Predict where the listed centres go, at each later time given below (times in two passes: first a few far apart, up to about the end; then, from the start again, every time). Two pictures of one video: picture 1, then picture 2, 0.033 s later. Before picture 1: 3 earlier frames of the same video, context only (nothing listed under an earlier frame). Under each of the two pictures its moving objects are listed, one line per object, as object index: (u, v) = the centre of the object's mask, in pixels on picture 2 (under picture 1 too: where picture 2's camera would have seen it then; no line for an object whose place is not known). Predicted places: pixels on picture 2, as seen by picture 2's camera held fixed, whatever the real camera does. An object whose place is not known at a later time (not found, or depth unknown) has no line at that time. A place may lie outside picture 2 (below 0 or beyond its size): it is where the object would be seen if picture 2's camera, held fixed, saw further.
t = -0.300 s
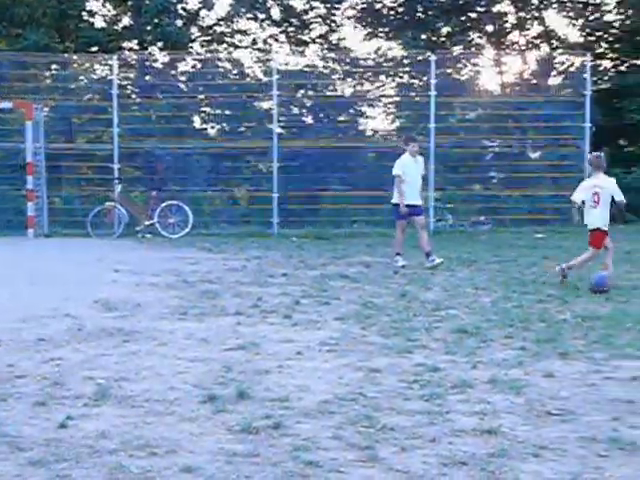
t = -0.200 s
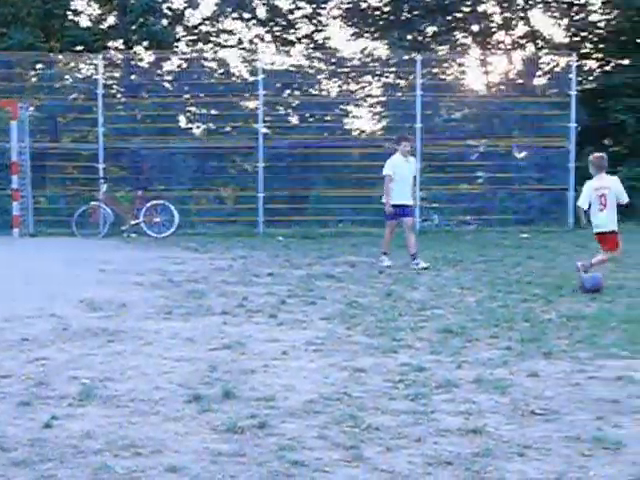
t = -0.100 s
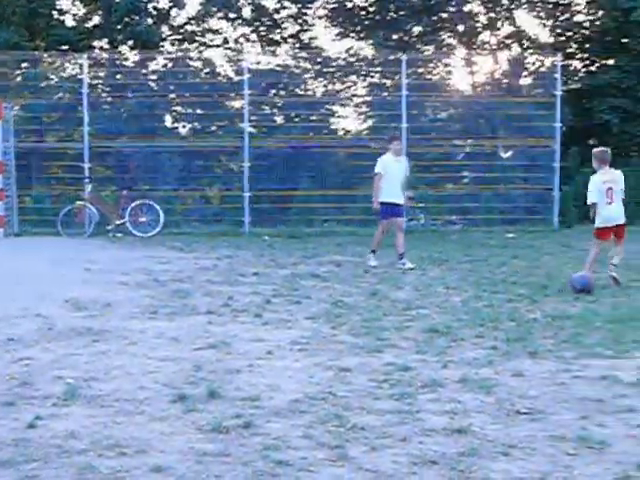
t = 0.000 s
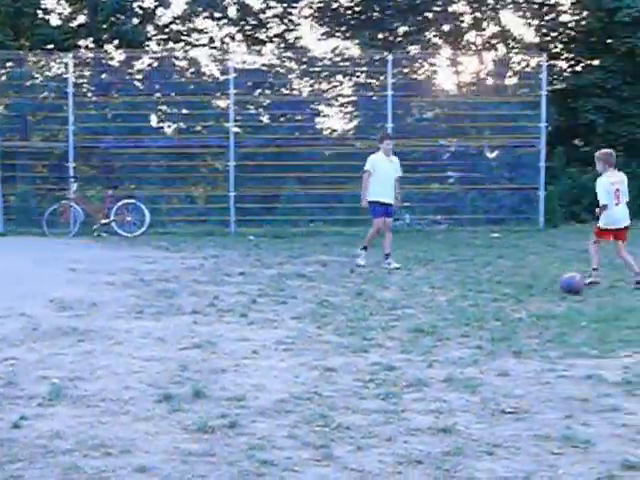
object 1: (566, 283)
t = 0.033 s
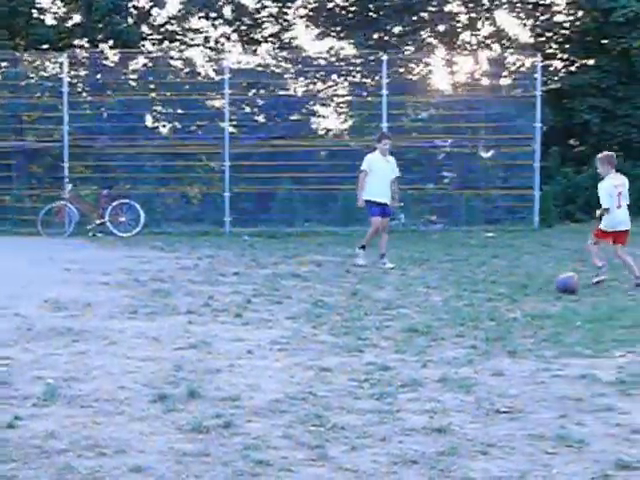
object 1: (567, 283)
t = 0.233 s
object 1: (570, 283)
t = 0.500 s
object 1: (568, 285)
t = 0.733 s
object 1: (564, 286)
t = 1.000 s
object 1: (558, 287)
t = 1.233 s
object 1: (553, 286)
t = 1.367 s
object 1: (553, 286)
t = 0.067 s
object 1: (568, 283)
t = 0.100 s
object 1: (568, 283)
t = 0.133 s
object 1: (568, 283)
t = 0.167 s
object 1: (569, 283)
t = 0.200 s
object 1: (570, 283)
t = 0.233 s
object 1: (570, 283)
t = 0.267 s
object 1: (570, 283)
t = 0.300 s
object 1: (570, 284)
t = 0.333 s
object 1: (570, 284)
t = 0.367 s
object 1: (570, 284)
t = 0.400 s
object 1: (570, 284)
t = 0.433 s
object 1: (569, 284)
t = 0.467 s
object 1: (569, 285)
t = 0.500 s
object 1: (568, 285)
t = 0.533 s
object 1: (568, 285)
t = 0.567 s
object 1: (567, 285)
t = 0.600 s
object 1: (567, 285)
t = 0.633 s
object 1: (566, 285)
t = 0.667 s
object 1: (565, 286)
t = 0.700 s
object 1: (565, 286)
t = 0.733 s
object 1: (564, 286)
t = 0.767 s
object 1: (563, 286)
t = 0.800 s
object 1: (563, 286)
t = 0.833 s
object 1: (562, 286)
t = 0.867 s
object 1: (562, 286)
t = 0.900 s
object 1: (561, 286)
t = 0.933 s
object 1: (561, 286)
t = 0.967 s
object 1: (559, 287)
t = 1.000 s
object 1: (558, 287)
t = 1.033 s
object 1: (557, 286)
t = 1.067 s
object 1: (556, 286)
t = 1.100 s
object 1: (555, 286)
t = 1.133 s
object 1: (554, 286)
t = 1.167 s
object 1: (554, 286)
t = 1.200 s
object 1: (553, 286)
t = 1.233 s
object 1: (553, 286)
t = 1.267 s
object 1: (553, 286)
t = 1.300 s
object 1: (553, 286)
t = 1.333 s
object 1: (553, 286)
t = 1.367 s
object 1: (553, 286)
